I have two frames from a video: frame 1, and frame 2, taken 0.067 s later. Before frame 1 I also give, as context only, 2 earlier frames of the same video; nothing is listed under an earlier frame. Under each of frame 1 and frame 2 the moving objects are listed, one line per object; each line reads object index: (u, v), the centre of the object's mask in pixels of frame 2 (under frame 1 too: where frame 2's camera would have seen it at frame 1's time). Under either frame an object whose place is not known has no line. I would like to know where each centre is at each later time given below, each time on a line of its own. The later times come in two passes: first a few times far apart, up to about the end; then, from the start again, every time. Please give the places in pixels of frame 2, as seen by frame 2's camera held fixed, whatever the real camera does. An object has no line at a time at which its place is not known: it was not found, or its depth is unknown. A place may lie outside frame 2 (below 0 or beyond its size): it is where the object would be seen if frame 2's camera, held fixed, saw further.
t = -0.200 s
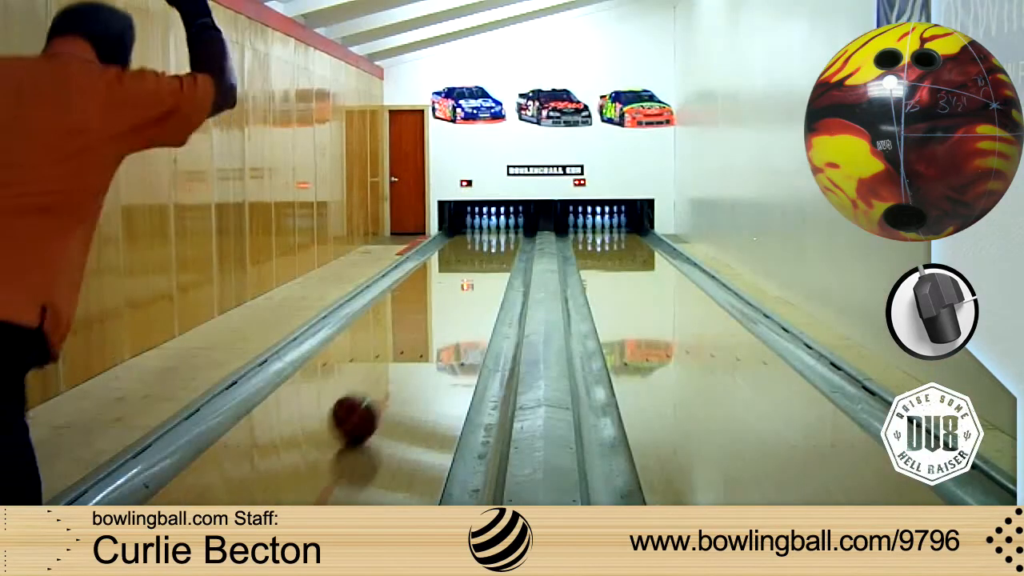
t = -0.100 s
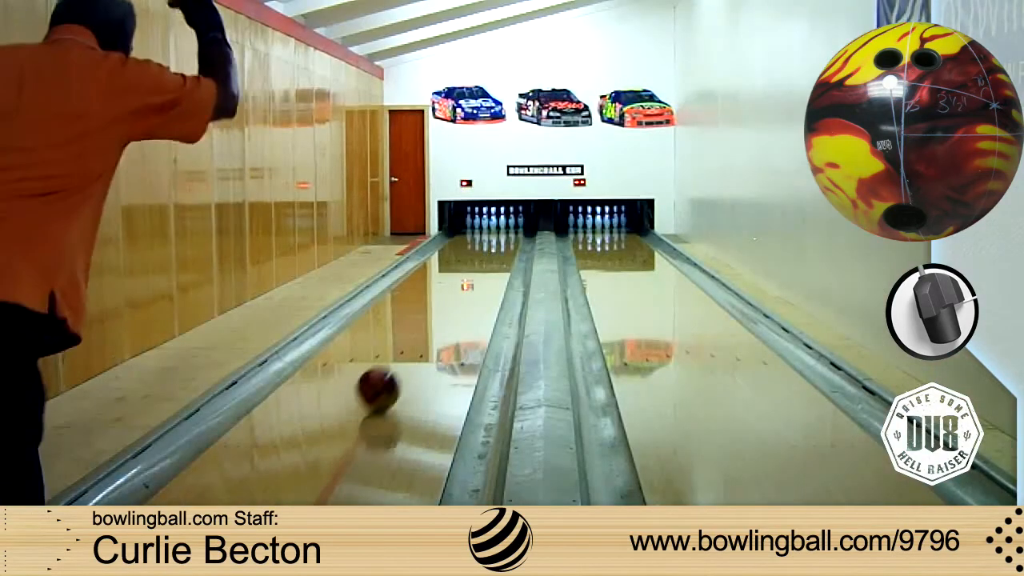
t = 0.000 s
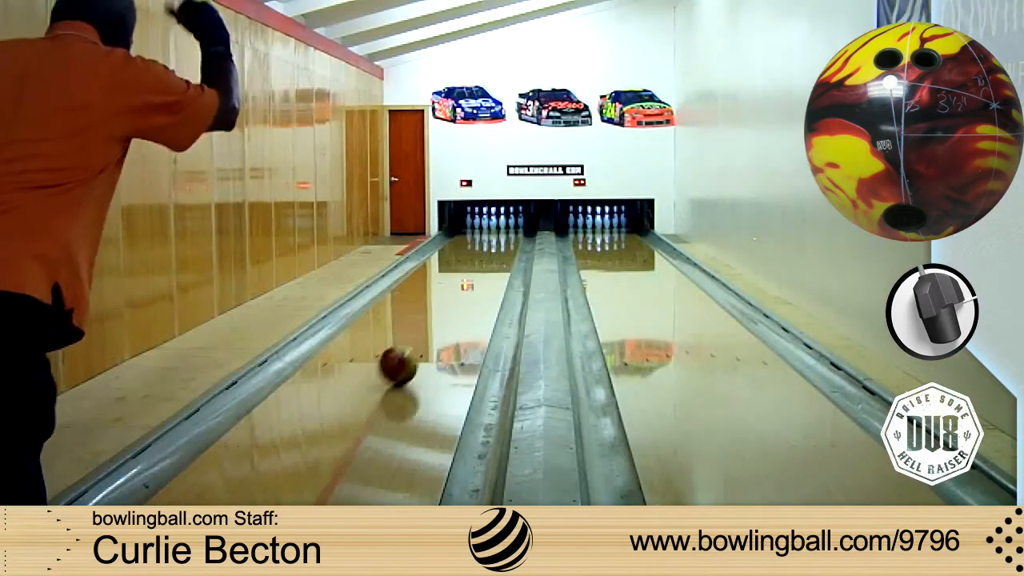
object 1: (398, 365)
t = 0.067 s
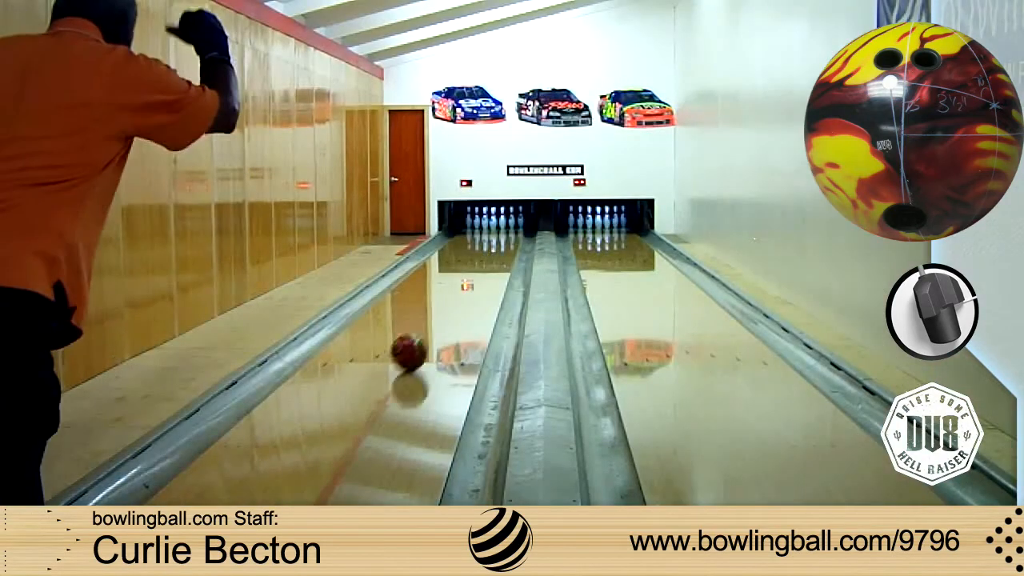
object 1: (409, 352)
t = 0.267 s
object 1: (434, 322)
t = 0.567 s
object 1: (460, 290)
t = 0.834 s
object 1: (474, 270)
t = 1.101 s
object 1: (484, 257)
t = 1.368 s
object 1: (491, 246)
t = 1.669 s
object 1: (497, 236)
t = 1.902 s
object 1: (499, 231)
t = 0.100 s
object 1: (413, 346)
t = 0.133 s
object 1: (418, 341)
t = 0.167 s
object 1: (422, 336)
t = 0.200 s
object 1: (426, 330)
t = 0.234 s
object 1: (430, 326)
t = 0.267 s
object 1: (434, 322)
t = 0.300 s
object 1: (437, 317)
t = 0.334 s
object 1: (440, 312)
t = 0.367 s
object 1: (444, 309)
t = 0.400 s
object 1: (447, 305)
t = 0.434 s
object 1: (450, 301)
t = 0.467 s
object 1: (452, 298)
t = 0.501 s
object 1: (454, 295)
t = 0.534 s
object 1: (457, 292)
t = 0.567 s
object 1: (460, 290)
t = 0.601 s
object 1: (461, 287)
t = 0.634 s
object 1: (463, 284)
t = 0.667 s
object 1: (465, 282)
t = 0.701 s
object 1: (467, 280)
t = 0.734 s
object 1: (469, 278)
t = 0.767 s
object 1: (470, 276)
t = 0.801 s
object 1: (473, 272)
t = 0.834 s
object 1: (474, 270)
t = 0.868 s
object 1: (475, 268)
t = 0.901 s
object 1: (476, 266)
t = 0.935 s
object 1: (479, 265)
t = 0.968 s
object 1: (480, 263)
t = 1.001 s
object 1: (480, 262)
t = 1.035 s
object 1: (481, 261)
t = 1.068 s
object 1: (483, 259)
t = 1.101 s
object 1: (484, 257)
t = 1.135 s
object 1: (485, 255)
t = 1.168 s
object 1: (486, 253)
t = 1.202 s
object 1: (487, 252)
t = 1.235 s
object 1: (488, 251)
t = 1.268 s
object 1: (489, 250)
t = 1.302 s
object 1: (490, 249)
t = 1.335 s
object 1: (491, 248)
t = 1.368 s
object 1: (491, 246)
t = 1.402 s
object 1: (493, 244)
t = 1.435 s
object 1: (494, 244)
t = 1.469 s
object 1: (494, 243)
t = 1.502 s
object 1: (494, 241)
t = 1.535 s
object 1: (495, 240)
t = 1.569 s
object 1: (495, 240)
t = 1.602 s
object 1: (497, 238)
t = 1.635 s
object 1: (497, 237)
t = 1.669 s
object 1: (497, 236)
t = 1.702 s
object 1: (497, 236)
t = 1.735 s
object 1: (498, 235)
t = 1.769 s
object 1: (498, 234)
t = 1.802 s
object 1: (498, 233)
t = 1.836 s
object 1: (498, 232)
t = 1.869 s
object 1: (498, 232)
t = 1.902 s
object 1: (499, 231)
